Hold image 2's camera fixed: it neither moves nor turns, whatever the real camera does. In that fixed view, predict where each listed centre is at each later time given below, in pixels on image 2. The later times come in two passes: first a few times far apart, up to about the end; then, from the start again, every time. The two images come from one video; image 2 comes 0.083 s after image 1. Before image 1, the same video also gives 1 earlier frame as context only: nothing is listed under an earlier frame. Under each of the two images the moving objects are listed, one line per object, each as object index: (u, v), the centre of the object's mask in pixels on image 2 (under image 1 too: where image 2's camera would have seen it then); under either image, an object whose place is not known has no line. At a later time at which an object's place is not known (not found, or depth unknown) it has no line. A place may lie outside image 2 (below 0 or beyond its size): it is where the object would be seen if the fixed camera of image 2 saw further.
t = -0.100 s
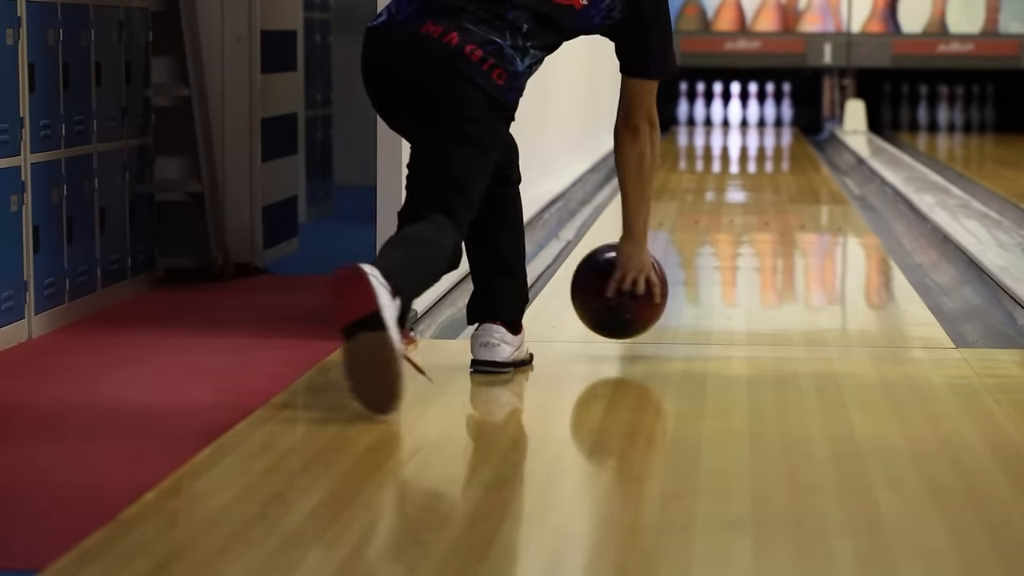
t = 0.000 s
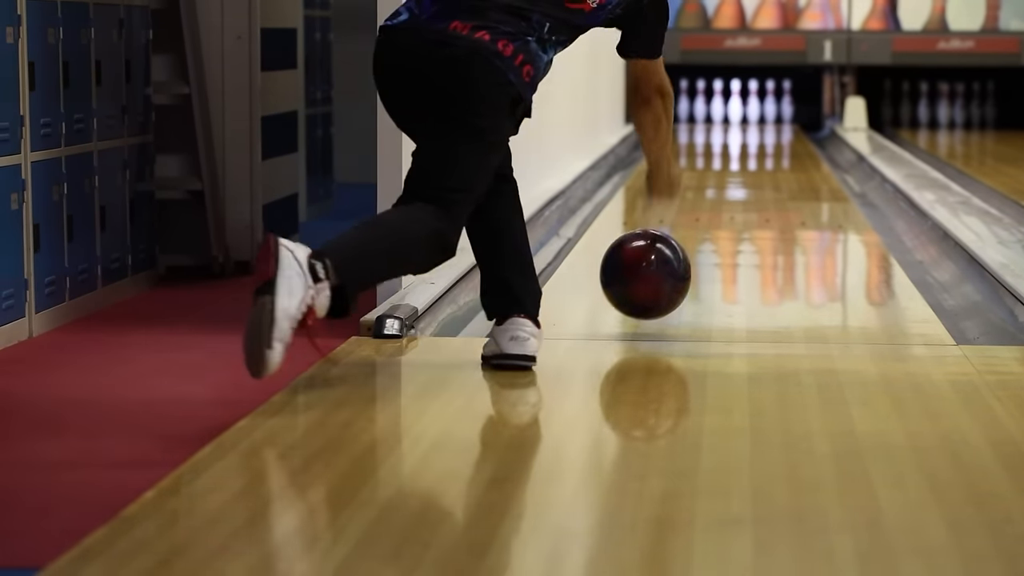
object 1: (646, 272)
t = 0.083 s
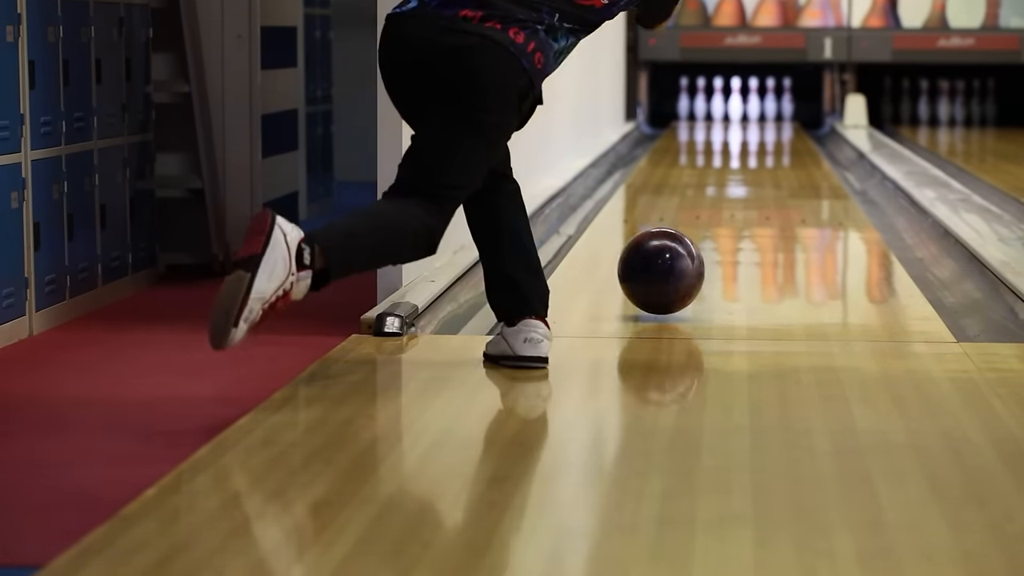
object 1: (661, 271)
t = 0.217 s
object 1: (683, 257)
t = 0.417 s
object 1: (708, 236)
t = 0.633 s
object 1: (730, 217)
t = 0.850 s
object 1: (746, 201)
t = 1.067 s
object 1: (759, 188)
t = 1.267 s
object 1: (769, 178)
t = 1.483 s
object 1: (778, 169)
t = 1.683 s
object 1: (785, 161)
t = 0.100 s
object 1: (664, 273)
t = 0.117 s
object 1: (667, 270)
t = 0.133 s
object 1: (669, 268)
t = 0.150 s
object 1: (672, 266)
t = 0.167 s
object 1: (675, 264)
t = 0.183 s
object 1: (677, 262)
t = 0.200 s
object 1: (680, 259)
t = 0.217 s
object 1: (683, 257)
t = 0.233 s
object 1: (685, 255)
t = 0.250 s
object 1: (687, 253)
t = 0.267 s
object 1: (689, 251)
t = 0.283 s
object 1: (692, 249)
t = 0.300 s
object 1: (694, 247)
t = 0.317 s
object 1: (696, 246)
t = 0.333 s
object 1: (698, 244)
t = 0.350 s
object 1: (700, 242)
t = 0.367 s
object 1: (702, 241)
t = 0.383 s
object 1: (704, 239)
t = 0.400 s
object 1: (706, 237)
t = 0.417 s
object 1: (708, 236)
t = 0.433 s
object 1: (710, 234)
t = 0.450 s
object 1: (712, 233)
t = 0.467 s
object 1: (714, 231)
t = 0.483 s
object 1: (715, 230)
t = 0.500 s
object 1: (717, 228)
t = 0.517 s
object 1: (719, 227)
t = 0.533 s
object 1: (720, 225)
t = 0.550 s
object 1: (722, 224)
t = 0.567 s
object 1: (723, 222)
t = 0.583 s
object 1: (725, 221)
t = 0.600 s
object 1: (727, 219)
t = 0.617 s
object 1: (728, 218)
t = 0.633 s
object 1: (730, 217)
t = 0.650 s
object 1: (731, 215)
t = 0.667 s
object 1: (732, 214)
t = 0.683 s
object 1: (734, 212)
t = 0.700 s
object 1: (735, 211)
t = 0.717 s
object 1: (736, 210)
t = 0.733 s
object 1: (738, 208)
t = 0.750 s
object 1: (739, 207)
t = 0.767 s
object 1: (740, 206)
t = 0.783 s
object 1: (741, 205)
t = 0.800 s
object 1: (743, 204)
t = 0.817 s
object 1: (744, 203)
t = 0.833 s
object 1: (745, 202)
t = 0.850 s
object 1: (746, 201)
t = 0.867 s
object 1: (747, 200)
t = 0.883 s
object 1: (748, 199)
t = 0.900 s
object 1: (750, 198)
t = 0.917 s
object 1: (751, 197)
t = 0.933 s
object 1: (752, 196)
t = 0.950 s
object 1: (753, 195)
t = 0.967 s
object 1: (754, 194)
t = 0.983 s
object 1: (755, 193)
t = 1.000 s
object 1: (756, 192)
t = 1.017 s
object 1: (756, 192)
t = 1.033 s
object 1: (757, 191)
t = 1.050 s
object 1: (759, 189)
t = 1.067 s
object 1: (759, 188)
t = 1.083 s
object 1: (761, 187)
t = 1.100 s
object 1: (762, 186)
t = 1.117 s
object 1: (762, 186)
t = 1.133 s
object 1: (763, 185)
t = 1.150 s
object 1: (764, 184)
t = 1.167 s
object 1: (765, 183)
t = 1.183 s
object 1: (766, 182)
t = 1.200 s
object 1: (767, 181)
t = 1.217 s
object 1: (767, 180)
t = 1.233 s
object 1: (768, 179)
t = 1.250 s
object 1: (769, 179)
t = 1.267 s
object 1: (769, 178)
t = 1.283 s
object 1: (770, 177)
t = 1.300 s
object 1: (771, 176)
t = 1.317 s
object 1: (772, 176)
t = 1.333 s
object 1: (773, 175)
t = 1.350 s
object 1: (773, 174)
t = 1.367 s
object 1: (774, 174)
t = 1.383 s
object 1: (775, 173)
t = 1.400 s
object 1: (776, 172)
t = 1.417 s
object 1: (776, 171)
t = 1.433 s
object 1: (777, 170)
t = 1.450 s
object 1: (777, 170)
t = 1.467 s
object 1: (778, 169)
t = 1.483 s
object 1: (778, 169)
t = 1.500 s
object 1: (779, 168)
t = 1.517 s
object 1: (779, 167)
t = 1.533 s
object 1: (780, 167)
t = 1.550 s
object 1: (781, 166)
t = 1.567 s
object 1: (781, 165)
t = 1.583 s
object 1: (782, 165)
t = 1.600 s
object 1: (782, 164)
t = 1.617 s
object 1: (783, 164)
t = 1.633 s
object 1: (784, 163)
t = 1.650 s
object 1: (784, 162)
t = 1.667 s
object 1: (785, 162)
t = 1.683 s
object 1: (785, 161)
